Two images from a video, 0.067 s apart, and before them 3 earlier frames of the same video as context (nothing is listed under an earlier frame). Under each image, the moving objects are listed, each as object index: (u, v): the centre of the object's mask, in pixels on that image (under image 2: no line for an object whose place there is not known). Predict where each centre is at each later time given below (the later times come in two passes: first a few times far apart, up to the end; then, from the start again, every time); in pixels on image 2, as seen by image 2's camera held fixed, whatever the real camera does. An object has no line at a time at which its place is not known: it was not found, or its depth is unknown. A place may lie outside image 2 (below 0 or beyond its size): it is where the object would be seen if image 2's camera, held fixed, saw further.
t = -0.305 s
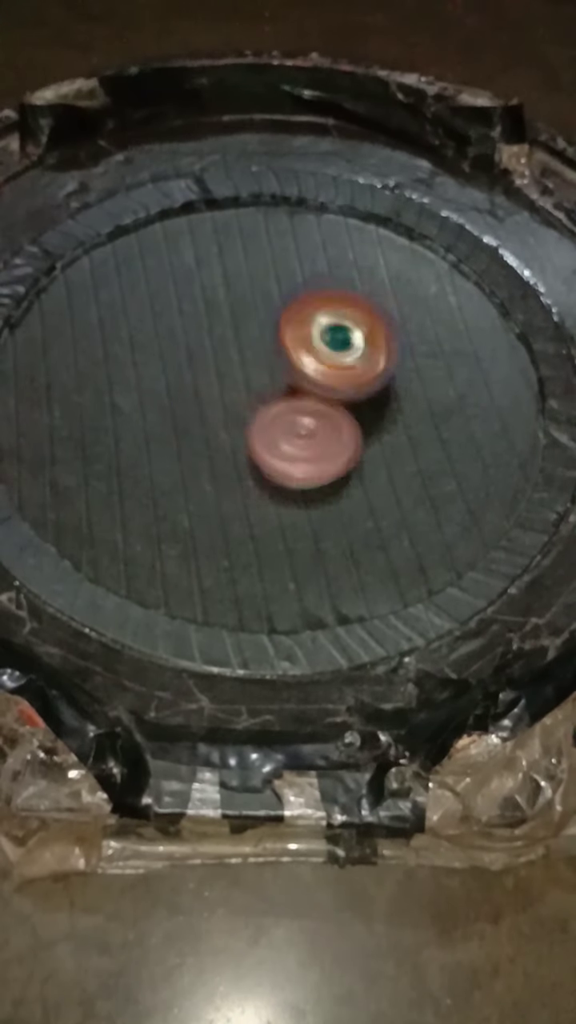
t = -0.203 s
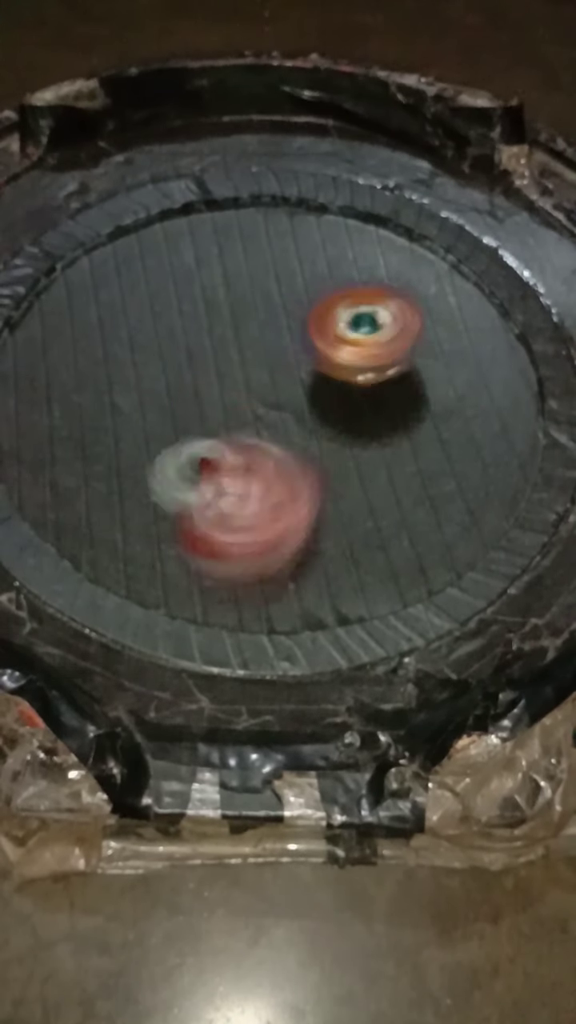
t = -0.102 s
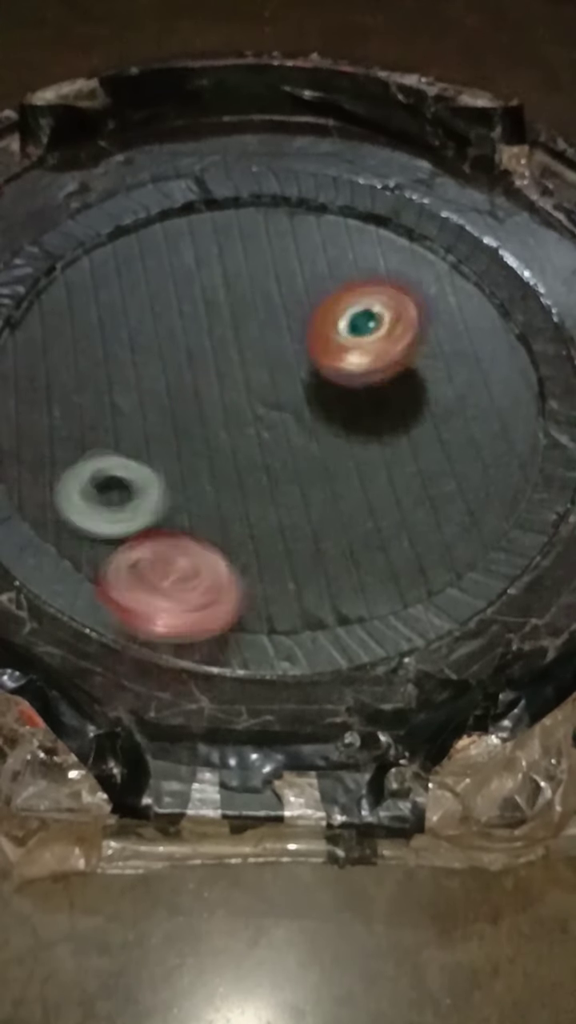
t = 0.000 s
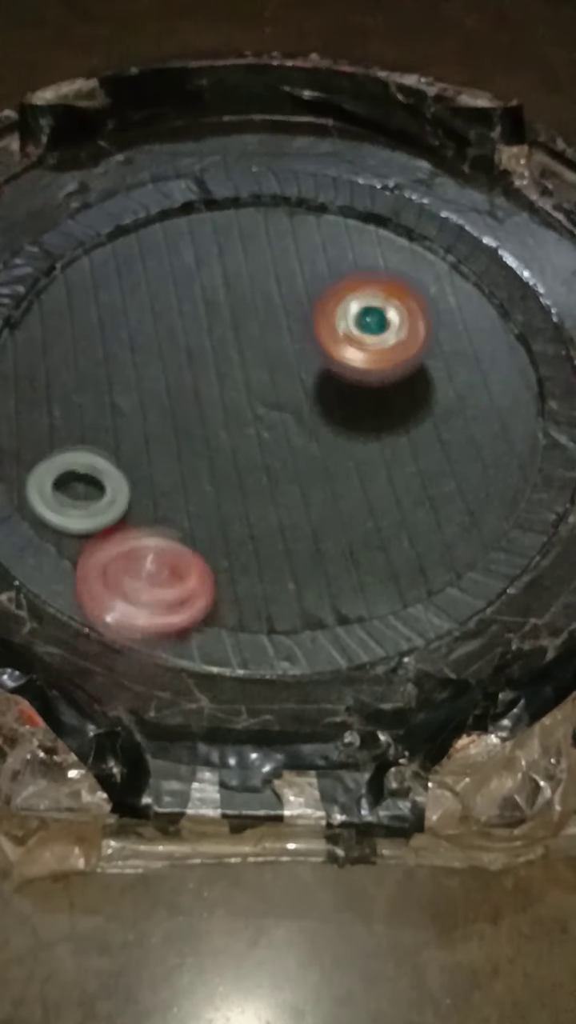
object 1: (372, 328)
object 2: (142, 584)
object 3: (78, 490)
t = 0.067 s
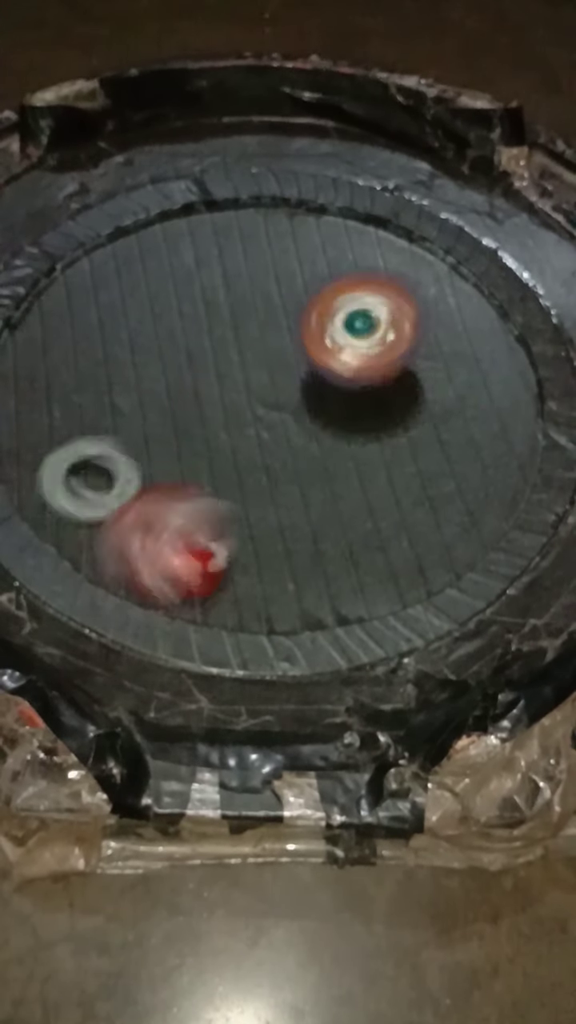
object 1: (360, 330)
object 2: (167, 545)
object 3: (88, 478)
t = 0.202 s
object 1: (357, 344)
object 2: (349, 486)
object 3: (127, 428)
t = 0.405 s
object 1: (345, 382)
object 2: (432, 434)
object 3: (132, 425)
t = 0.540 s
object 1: (348, 408)
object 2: (440, 418)
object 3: (132, 425)
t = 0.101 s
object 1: (360, 335)
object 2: (214, 523)
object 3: (98, 463)
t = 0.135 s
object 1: (361, 339)
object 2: (262, 512)
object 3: (107, 447)
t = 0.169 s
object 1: (360, 342)
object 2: (307, 498)
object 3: (119, 435)
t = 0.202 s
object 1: (357, 344)
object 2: (349, 486)
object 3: (127, 428)
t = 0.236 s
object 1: (352, 350)
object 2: (378, 469)
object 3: (131, 426)
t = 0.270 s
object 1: (353, 358)
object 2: (402, 453)
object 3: (132, 426)
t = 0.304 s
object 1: (354, 365)
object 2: (420, 442)
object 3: (132, 426)
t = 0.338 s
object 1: (353, 369)
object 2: (430, 435)
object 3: (132, 426)
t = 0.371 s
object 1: (351, 375)
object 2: (431, 434)
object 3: (132, 425)
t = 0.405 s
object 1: (345, 382)
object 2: (432, 434)
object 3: (132, 425)
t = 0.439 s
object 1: (347, 391)
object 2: (435, 434)
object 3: (132, 425)
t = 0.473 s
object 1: (349, 397)
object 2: (437, 432)
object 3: (132, 425)
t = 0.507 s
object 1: (349, 402)
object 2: (439, 427)
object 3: (132, 425)
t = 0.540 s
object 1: (348, 408)
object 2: (440, 418)
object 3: (132, 425)
